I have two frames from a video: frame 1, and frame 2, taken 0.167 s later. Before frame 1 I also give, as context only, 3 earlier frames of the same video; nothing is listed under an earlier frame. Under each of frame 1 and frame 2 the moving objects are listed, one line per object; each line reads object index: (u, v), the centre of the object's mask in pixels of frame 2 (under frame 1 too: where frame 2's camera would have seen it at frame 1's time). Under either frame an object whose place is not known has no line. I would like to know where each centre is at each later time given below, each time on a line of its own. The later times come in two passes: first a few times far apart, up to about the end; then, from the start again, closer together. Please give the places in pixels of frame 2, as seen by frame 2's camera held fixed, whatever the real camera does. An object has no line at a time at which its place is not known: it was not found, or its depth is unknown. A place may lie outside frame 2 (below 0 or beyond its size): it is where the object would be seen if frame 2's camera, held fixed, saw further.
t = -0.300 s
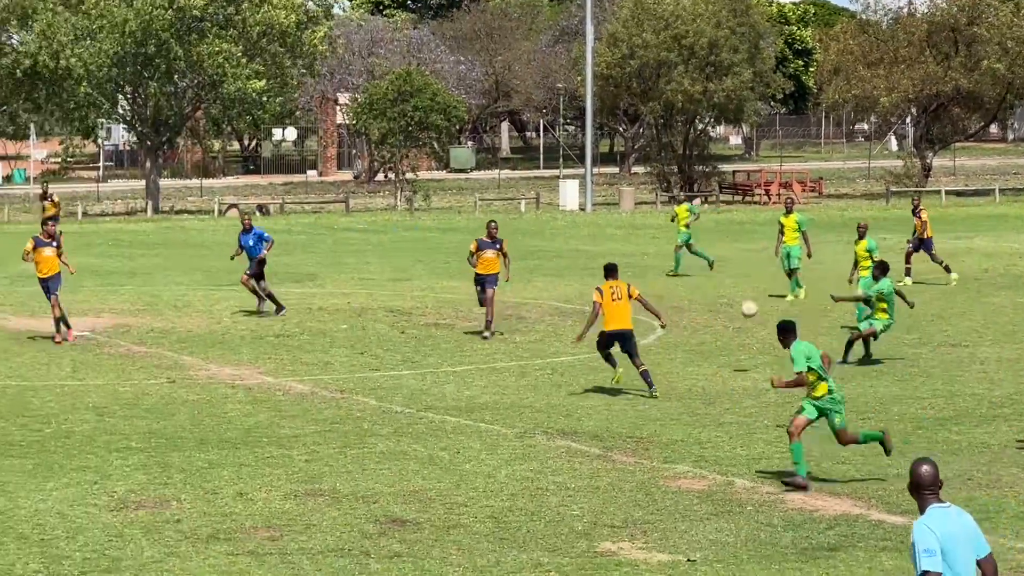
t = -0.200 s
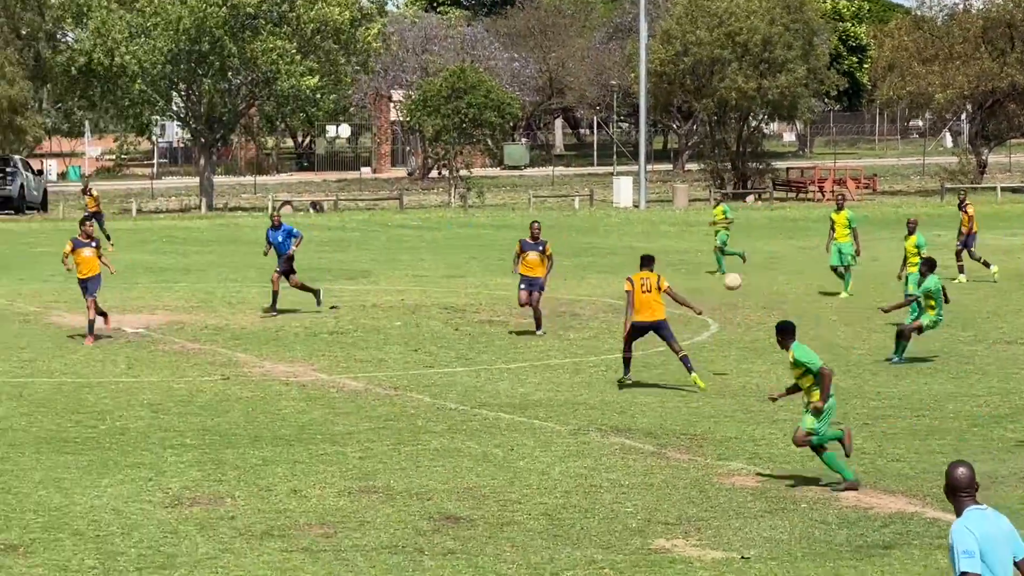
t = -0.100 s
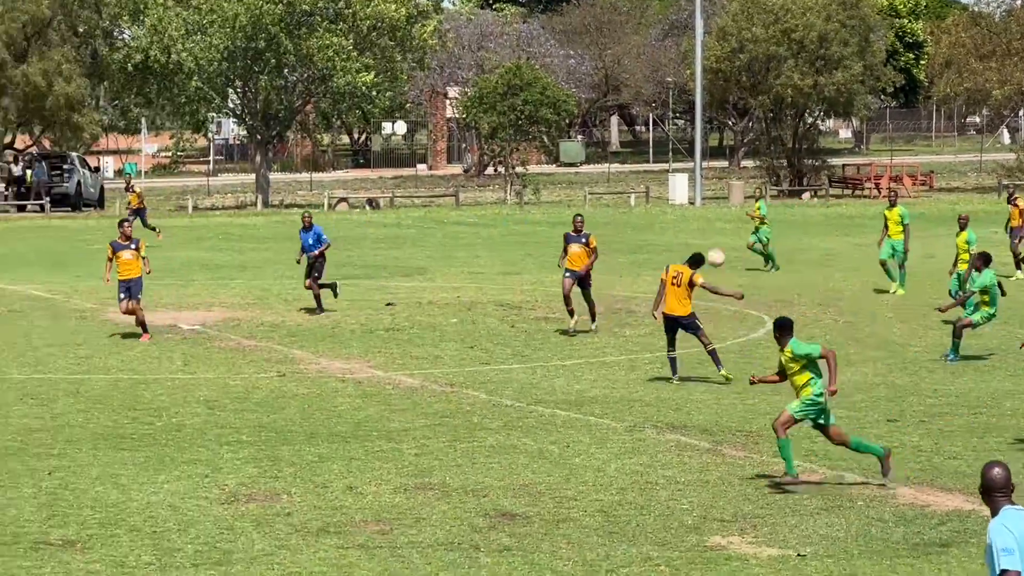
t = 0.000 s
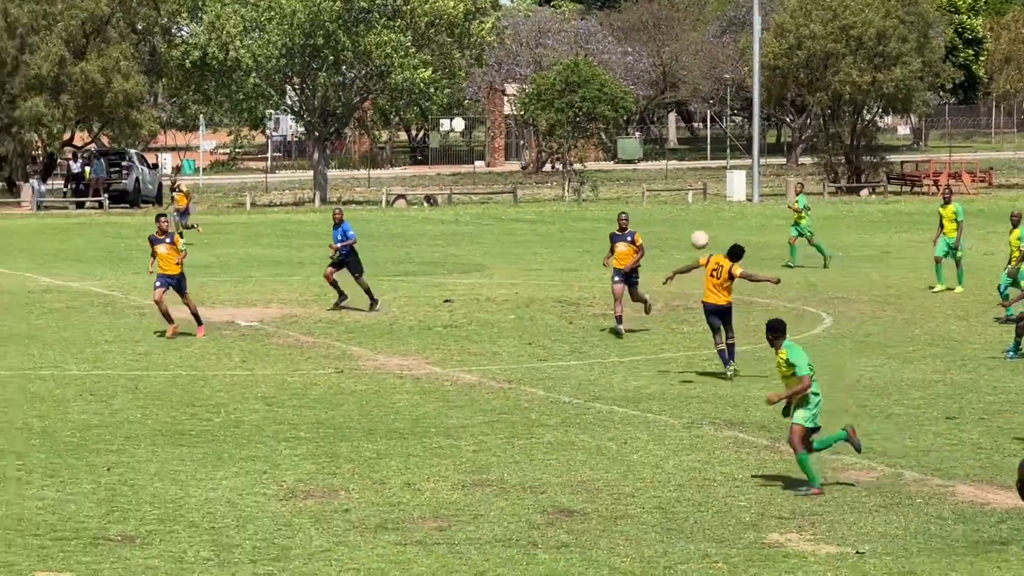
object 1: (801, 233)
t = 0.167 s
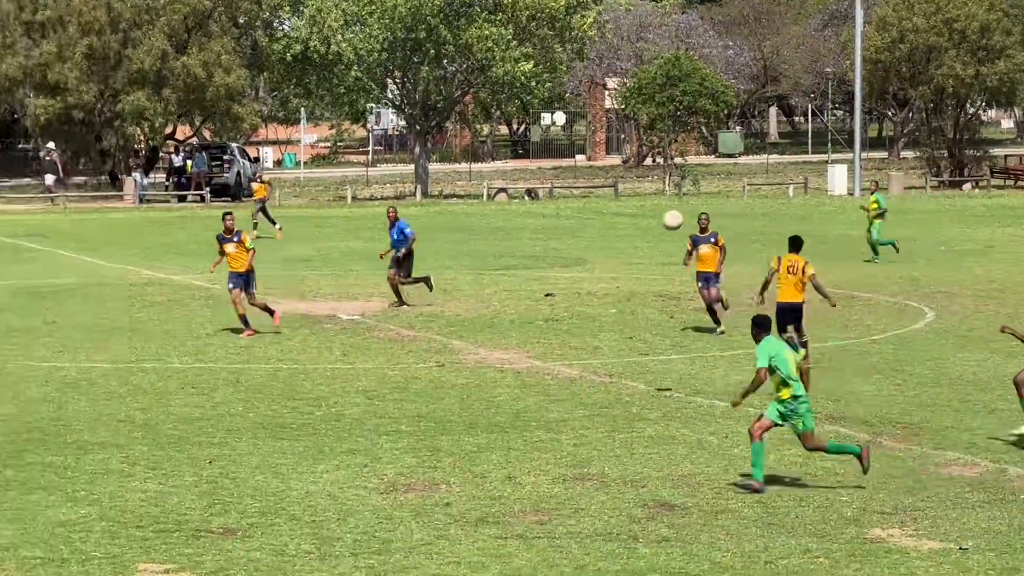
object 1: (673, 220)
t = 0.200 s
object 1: (646, 220)
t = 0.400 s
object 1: (484, 231)
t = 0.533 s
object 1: (367, 257)
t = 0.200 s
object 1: (646, 220)
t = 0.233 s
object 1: (620, 220)
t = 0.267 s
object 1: (593, 221)
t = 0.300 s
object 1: (566, 222)
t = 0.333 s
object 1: (539, 224)
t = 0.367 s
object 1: (512, 228)
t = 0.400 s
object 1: (484, 231)
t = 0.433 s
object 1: (455, 237)
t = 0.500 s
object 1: (397, 249)
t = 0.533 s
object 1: (367, 257)
